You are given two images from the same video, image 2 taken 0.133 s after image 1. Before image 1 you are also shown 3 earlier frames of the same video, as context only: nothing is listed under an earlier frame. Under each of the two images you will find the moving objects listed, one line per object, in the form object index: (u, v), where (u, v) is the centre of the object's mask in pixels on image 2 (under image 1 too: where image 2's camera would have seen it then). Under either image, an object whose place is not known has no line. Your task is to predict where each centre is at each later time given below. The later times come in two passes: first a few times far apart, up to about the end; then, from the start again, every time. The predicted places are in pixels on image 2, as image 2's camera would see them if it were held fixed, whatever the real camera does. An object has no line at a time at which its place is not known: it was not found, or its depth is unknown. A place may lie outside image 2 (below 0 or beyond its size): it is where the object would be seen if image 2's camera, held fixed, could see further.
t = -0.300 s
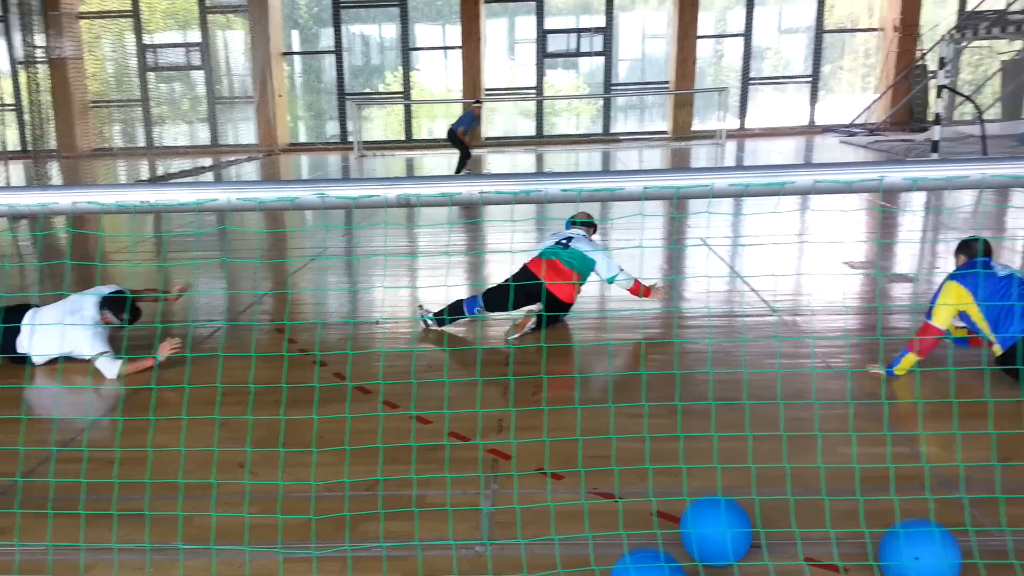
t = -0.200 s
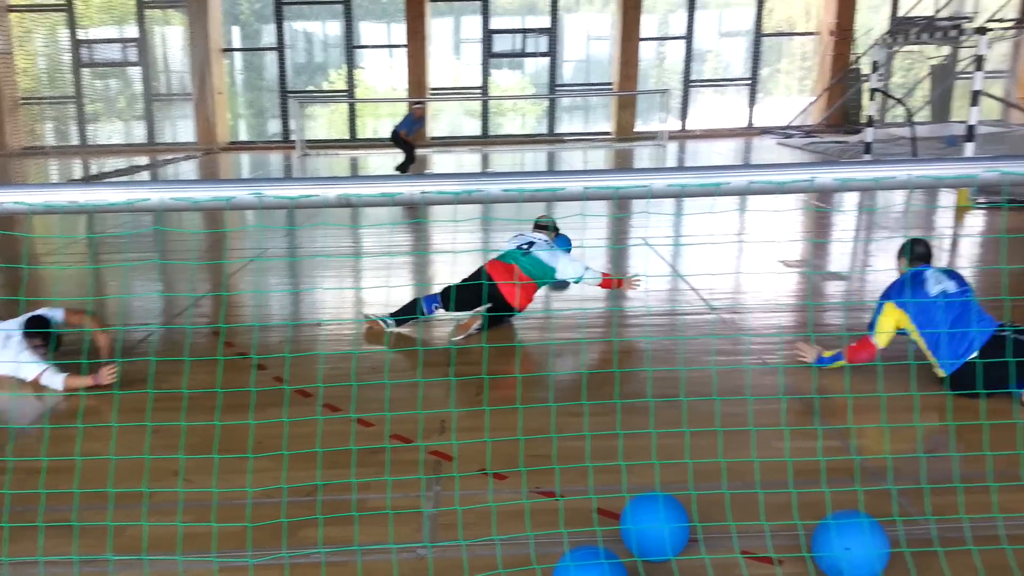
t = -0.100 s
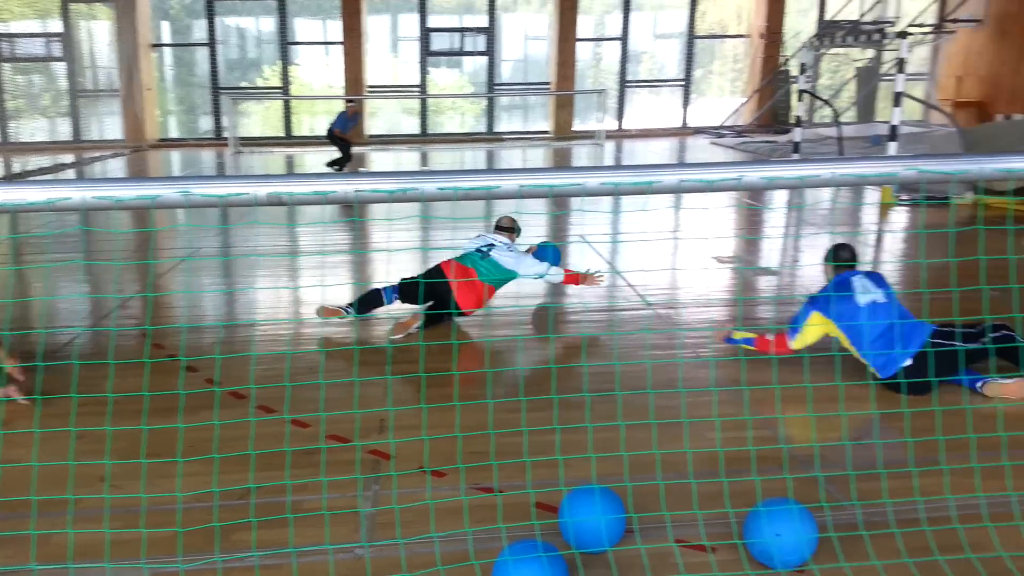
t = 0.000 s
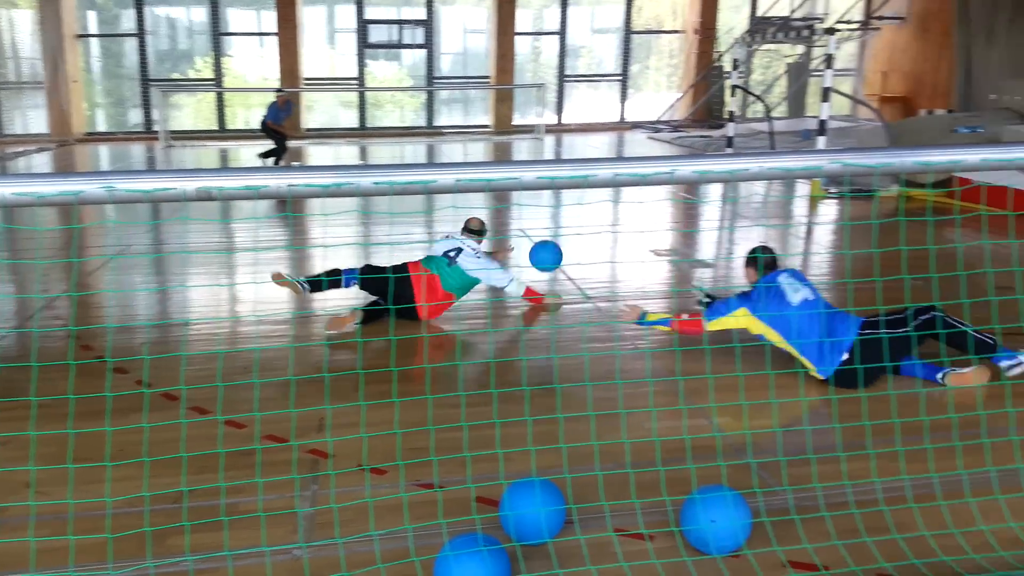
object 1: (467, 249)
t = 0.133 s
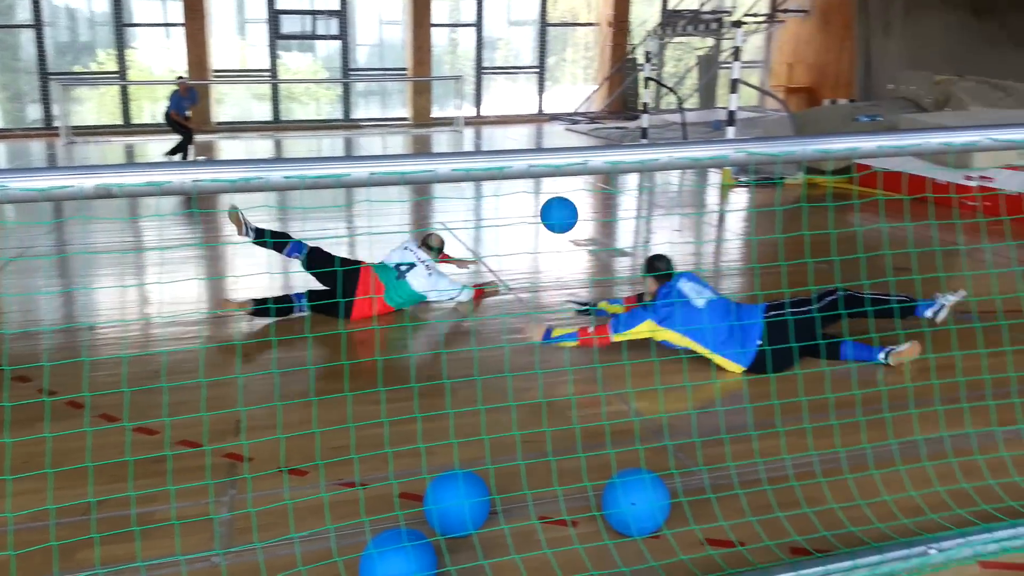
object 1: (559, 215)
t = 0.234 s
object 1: (647, 203)
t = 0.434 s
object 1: (903, 238)
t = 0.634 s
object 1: (1276, 406)
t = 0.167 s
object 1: (587, 209)
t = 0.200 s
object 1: (615, 205)
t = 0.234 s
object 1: (647, 203)
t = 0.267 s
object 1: (682, 203)
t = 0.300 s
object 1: (717, 204)
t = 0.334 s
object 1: (759, 208)
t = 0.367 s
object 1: (802, 215)
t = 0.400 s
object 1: (850, 225)
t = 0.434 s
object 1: (903, 238)
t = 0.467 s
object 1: (961, 255)
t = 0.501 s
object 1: (1023, 278)
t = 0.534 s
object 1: (1095, 306)
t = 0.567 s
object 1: (1169, 339)
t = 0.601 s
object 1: (1239, 374)
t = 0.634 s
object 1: (1276, 406)
